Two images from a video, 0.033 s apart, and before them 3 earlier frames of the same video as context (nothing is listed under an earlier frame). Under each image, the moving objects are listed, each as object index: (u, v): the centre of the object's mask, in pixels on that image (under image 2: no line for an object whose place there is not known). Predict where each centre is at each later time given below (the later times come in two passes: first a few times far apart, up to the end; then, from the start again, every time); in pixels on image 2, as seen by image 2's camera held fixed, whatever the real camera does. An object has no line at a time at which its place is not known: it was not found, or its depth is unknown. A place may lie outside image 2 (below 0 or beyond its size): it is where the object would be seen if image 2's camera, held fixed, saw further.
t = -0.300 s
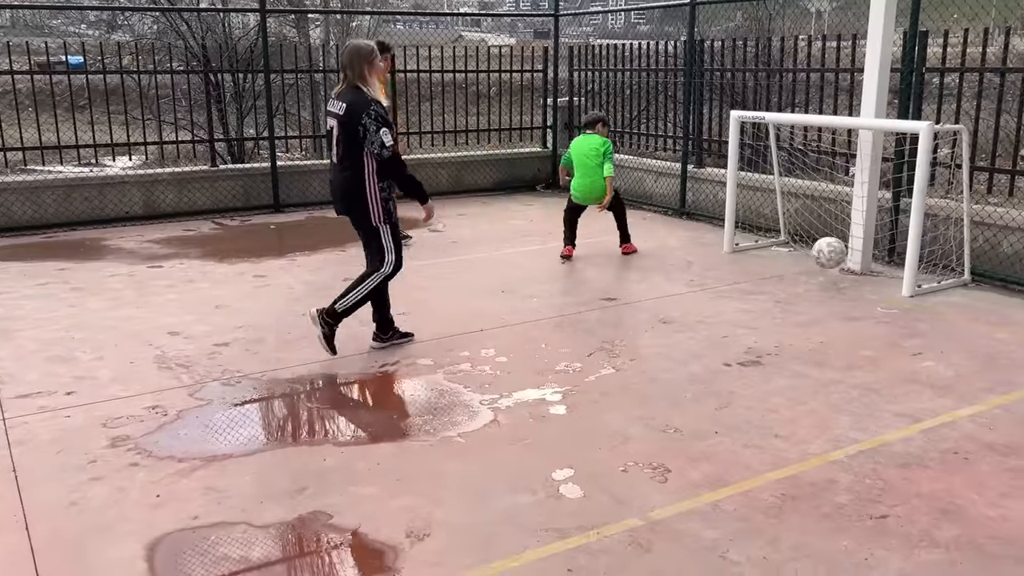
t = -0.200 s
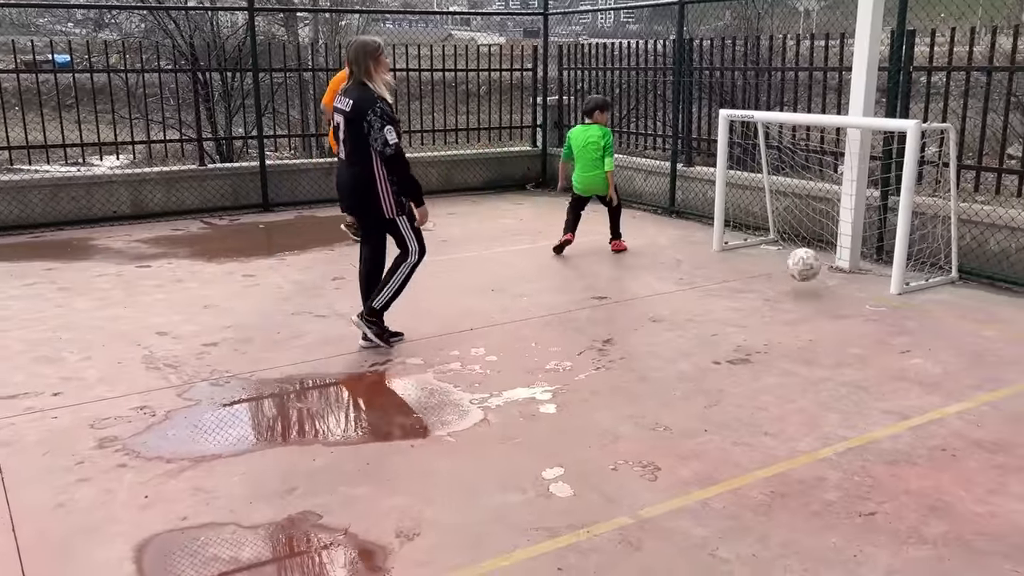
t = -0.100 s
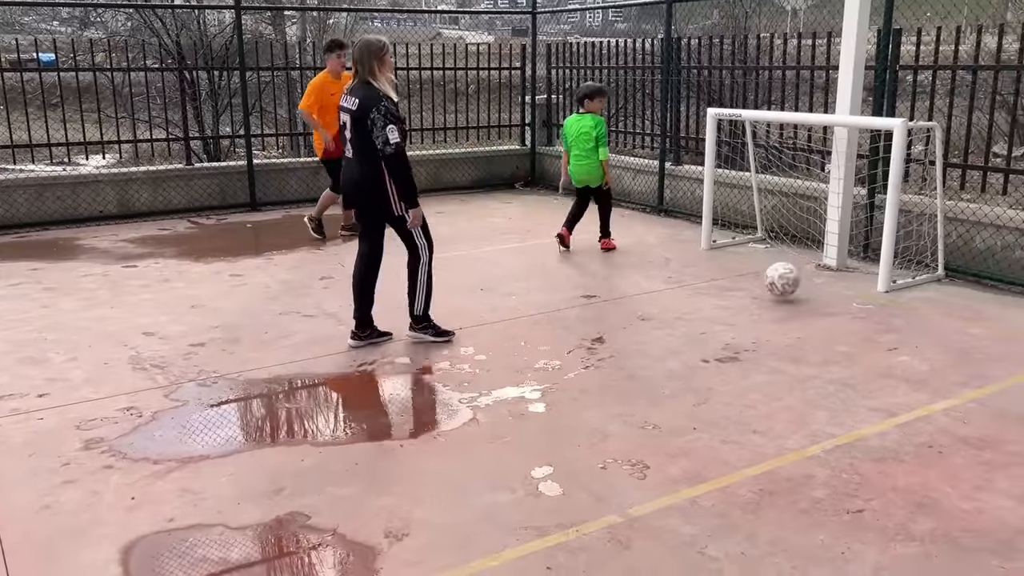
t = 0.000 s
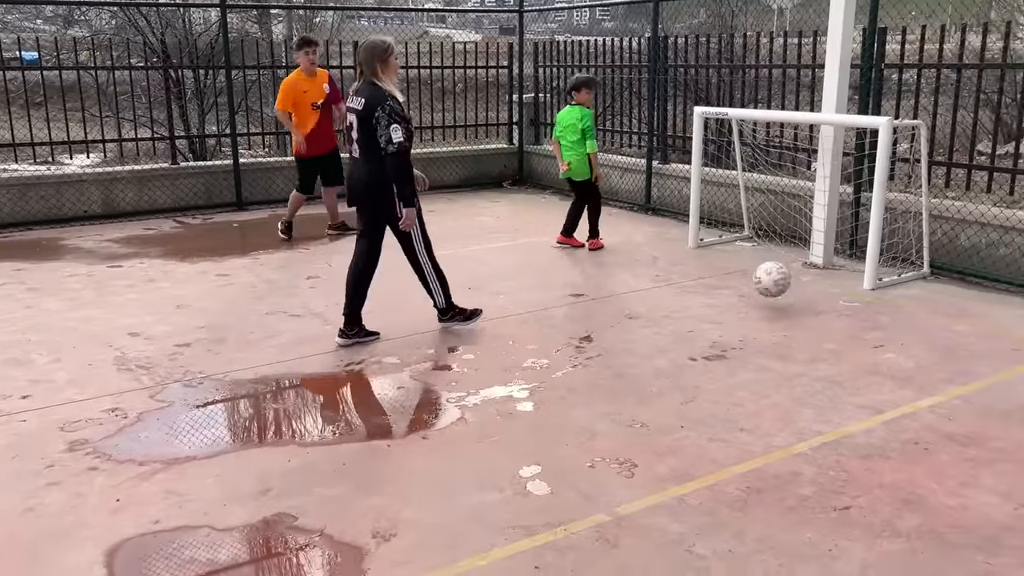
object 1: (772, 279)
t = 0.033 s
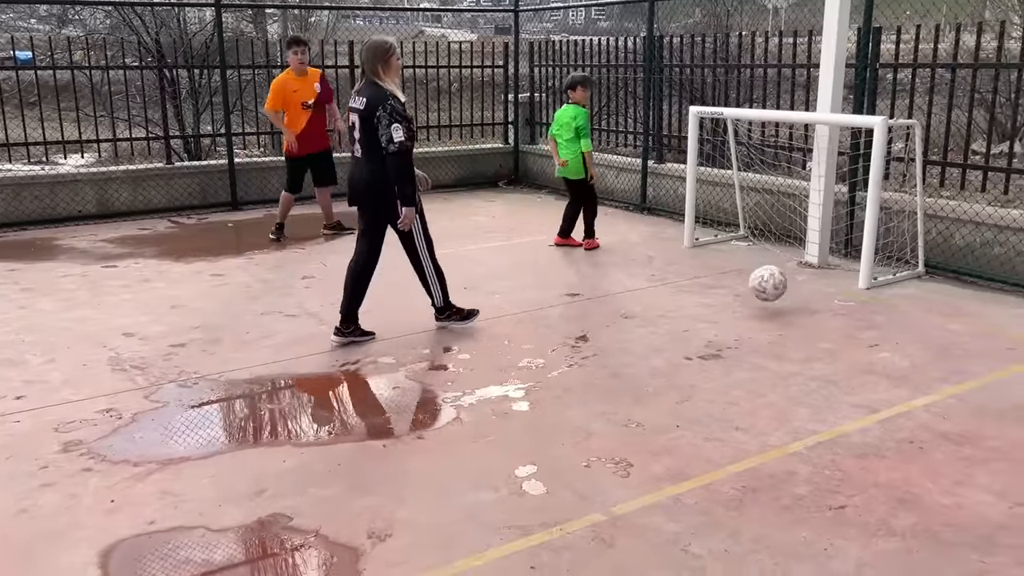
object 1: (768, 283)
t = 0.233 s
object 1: (785, 305)
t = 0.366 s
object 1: (805, 327)
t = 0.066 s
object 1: (769, 290)
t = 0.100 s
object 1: (770, 299)
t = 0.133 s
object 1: (773, 303)
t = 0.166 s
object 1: (777, 302)
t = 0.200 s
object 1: (781, 302)
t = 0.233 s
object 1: (785, 305)
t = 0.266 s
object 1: (790, 310)
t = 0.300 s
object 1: (794, 317)
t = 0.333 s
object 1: (799, 327)
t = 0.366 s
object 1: (805, 327)
